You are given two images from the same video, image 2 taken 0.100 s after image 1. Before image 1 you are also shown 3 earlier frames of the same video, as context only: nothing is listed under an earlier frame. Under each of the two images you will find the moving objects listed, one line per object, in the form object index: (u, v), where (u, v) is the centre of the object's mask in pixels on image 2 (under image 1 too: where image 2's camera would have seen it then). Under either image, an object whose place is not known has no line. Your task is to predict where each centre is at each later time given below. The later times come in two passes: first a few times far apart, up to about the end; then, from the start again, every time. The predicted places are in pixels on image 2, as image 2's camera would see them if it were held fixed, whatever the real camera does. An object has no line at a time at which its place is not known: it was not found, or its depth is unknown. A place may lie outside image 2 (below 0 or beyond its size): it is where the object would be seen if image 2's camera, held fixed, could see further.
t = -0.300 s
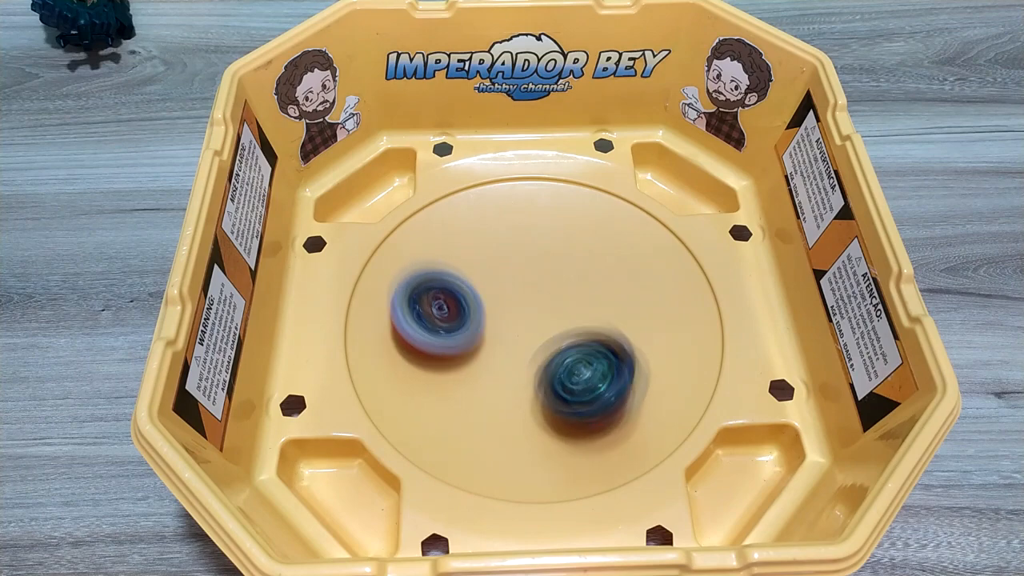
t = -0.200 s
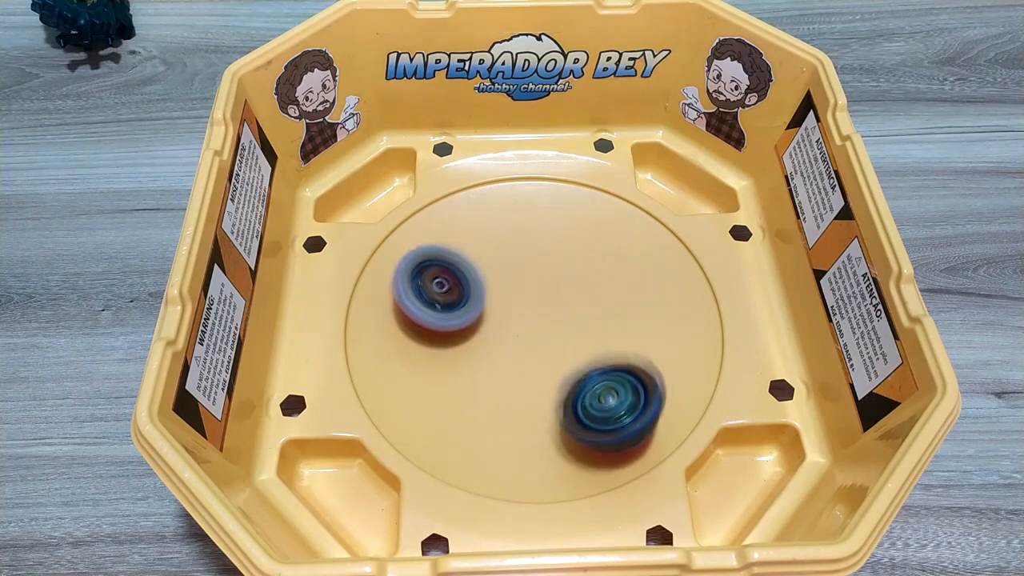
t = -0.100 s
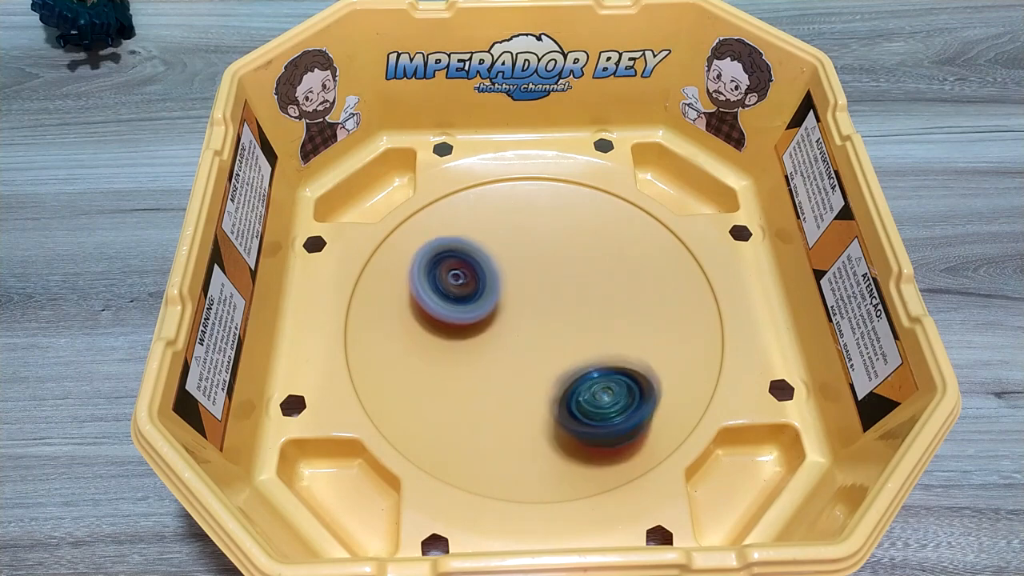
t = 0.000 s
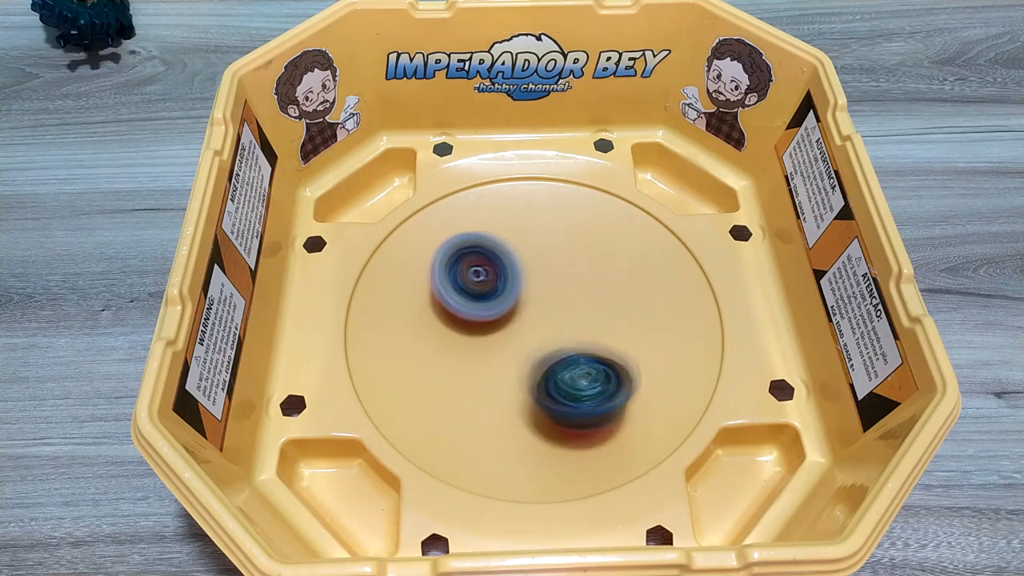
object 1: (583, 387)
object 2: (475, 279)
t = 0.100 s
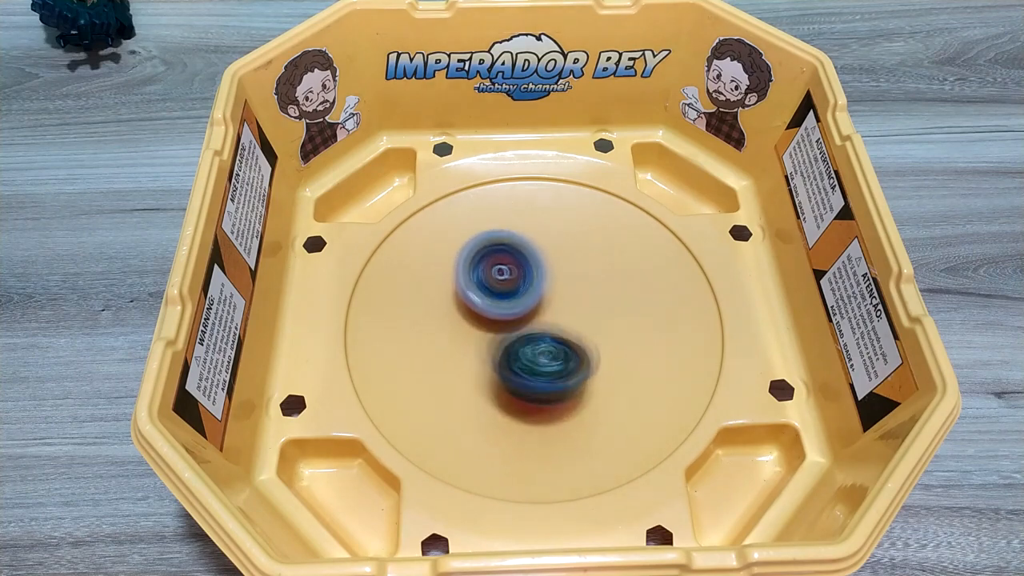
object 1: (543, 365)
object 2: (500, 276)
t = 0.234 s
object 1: (473, 354)
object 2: (537, 261)
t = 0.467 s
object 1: (405, 326)
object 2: (585, 262)
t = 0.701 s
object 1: (455, 283)
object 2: (597, 300)
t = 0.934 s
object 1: (539, 236)
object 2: (586, 342)
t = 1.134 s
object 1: (600, 229)
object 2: (561, 363)
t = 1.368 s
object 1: (624, 289)
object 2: (522, 365)
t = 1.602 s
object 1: (599, 373)
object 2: (497, 346)
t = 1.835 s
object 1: (521, 409)
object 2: (493, 319)
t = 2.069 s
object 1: (453, 361)
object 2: (513, 296)
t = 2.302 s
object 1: (420, 286)
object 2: (564, 279)
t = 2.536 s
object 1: (468, 240)
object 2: (588, 290)
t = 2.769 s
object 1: (548, 209)
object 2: (590, 348)
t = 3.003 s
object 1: (584, 240)
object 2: (586, 415)
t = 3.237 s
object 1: (594, 317)
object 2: (541, 405)
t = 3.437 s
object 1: (588, 324)
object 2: (476, 379)
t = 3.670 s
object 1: (532, 313)
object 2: (437, 323)
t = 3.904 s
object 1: (537, 296)
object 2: (428, 267)
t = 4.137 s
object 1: (548, 299)
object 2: (483, 246)
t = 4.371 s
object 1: (576, 369)
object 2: (556, 221)
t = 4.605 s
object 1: (552, 400)
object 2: (611, 261)
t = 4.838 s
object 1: (509, 358)
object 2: (624, 340)
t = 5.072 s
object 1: (530, 307)
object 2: (577, 407)
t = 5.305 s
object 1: (585, 296)
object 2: (491, 411)
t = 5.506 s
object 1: (619, 332)
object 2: (440, 364)
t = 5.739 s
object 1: (581, 371)
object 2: (444, 289)
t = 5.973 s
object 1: (519, 345)
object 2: (495, 242)
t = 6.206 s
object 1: (525, 299)
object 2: (571, 235)
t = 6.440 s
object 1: (554, 304)
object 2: (637, 267)
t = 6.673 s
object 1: (532, 338)
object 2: (652, 328)
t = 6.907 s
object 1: (490, 340)
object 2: (572, 385)
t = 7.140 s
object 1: (473, 294)
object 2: (488, 398)
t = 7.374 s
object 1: (529, 291)
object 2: (442, 342)
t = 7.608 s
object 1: (583, 318)
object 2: (474, 273)
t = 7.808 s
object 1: (578, 337)
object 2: (538, 242)
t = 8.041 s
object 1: (527, 336)
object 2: (604, 261)
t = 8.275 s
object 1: (503, 301)
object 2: (619, 325)
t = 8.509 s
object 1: (513, 292)
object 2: (553, 393)
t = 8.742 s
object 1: (527, 304)
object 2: (466, 396)
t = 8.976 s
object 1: (539, 314)
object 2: (446, 341)
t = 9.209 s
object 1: (548, 319)
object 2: (483, 262)
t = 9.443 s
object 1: (546, 319)
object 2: (564, 233)
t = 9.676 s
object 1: (546, 319)
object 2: (618, 275)
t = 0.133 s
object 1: (528, 358)
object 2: (508, 275)
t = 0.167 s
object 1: (510, 353)
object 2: (516, 275)
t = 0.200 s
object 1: (490, 353)
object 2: (527, 265)
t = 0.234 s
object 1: (473, 354)
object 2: (537, 261)
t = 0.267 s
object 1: (457, 353)
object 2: (546, 257)
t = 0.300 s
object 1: (440, 350)
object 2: (554, 255)
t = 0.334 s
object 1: (428, 347)
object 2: (562, 254)
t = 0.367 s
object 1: (417, 344)
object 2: (569, 255)
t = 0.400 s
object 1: (409, 337)
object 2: (575, 257)
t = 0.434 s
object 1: (406, 332)
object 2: (580, 259)
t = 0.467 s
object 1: (405, 326)
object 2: (585, 262)
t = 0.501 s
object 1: (406, 321)
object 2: (588, 267)
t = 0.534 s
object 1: (410, 316)
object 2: (591, 270)
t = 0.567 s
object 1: (416, 309)
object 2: (593, 276)
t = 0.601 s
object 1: (423, 303)
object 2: (594, 283)
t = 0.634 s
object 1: (433, 296)
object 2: (596, 288)
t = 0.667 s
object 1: (443, 289)
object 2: (596, 294)
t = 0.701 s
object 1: (455, 283)
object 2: (597, 300)
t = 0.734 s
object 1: (466, 276)
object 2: (597, 307)
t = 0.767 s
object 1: (478, 270)
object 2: (596, 313)
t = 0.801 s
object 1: (492, 261)
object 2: (595, 319)
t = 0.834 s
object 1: (504, 255)
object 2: (594, 325)
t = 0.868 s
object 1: (515, 249)
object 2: (592, 331)
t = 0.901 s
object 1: (526, 242)
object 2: (589, 336)
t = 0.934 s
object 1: (539, 236)
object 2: (586, 342)
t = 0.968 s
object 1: (551, 231)
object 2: (583, 347)
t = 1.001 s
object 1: (563, 227)
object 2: (579, 351)
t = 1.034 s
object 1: (573, 226)
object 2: (575, 355)
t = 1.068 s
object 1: (583, 226)
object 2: (571, 358)
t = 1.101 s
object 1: (592, 227)
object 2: (566, 361)
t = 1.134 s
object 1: (600, 229)
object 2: (561, 363)
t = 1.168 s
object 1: (607, 234)
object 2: (555, 365)
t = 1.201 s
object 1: (613, 239)
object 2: (550, 365)
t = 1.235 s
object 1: (618, 246)
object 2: (544, 366)
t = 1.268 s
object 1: (620, 256)
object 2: (538, 367)
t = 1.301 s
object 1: (622, 268)
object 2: (532, 367)
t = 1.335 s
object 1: (624, 275)
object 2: (527, 367)
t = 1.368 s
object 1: (624, 289)
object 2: (522, 365)
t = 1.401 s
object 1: (623, 299)
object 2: (517, 363)
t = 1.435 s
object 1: (621, 311)
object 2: (512, 361)
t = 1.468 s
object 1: (619, 321)
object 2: (507, 359)
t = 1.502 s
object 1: (615, 335)
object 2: (504, 356)
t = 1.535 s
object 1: (611, 348)
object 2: (501, 353)
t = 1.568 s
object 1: (607, 361)
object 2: (498, 350)
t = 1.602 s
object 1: (599, 373)
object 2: (497, 346)
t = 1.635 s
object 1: (591, 386)
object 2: (495, 342)
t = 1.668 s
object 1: (580, 397)
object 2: (494, 338)
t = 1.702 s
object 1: (571, 404)
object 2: (493, 333)
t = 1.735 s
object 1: (560, 408)
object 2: (492, 330)
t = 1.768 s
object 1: (547, 413)
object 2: (492, 326)
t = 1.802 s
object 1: (534, 413)
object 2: (492, 321)
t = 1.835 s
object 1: (521, 409)
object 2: (493, 319)
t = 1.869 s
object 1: (511, 406)
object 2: (495, 313)
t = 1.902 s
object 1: (497, 401)
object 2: (497, 309)
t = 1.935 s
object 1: (485, 397)
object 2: (499, 306)
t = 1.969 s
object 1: (478, 390)
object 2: (503, 300)
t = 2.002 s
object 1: (467, 382)
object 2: (505, 299)
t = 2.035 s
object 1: (459, 372)
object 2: (508, 297)
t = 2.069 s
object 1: (453, 361)
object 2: (513, 296)
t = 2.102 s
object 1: (447, 349)
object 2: (517, 293)
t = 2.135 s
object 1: (441, 338)
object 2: (522, 291)
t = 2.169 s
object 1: (434, 326)
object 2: (529, 289)
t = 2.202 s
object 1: (428, 316)
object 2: (540, 285)
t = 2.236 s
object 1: (423, 306)
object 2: (548, 283)
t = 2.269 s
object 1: (420, 294)
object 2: (556, 281)
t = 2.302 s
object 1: (420, 286)
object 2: (564, 279)
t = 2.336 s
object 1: (422, 276)
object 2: (570, 278)
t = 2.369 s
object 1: (425, 268)
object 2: (576, 278)
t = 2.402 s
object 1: (432, 261)
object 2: (580, 278)
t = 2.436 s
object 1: (438, 254)
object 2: (583, 281)
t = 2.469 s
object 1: (448, 249)
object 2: (585, 284)
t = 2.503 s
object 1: (459, 244)
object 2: (587, 287)
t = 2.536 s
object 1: (468, 240)
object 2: (588, 290)
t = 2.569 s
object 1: (481, 237)
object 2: (588, 294)
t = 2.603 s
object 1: (494, 235)
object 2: (587, 298)
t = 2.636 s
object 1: (508, 233)
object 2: (585, 303)
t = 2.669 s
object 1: (521, 231)
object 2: (584, 309)
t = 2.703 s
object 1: (533, 227)
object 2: (584, 316)
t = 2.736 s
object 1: (541, 216)
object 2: (587, 332)
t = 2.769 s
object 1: (548, 209)
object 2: (590, 348)
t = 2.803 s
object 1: (554, 207)
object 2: (592, 361)
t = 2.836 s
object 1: (561, 207)
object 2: (593, 374)
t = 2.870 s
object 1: (566, 209)
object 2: (594, 386)
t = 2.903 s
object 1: (570, 213)
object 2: (593, 395)
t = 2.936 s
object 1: (577, 219)
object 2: (592, 403)
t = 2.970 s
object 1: (579, 230)
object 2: (590, 409)
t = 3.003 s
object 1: (584, 240)
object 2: (586, 415)
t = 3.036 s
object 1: (589, 248)
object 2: (582, 417)
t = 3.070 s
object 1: (593, 260)
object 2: (577, 419)
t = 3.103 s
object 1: (595, 271)
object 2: (571, 419)
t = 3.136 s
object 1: (597, 284)
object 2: (564, 417)
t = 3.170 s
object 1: (597, 294)
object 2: (557, 414)
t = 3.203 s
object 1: (596, 304)
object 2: (550, 409)
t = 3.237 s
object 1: (594, 317)
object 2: (541, 405)
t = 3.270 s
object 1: (595, 320)
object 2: (528, 403)
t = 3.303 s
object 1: (596, 321)
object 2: (515, 401)
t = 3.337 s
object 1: (598, 322)
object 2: (505, 397)
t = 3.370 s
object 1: (596, 323)
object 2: (495, 392)
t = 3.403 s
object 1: (592, 323)
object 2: (484, 386)
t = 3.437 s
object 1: (588, 324)
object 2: (476, 379)
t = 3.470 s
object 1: (583, 324)
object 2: (468, 373)
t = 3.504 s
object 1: (575, 323)
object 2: (461, 365)
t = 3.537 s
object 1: (568, 322)
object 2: (455, 357)
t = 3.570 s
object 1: (557, 321)
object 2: (450, 349)
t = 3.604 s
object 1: (550, 319)
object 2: (446, 341)
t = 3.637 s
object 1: (539, 317)
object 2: (442, 332)
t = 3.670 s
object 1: (532, 313)
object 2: (437, 323)
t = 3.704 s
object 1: (530, 310)
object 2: (430, 314)
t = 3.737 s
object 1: (532, 306)
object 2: (424, 304)
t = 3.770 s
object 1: (533, 304)
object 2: (420, 296)
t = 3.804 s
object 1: (533, 302)
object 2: (420, 288)
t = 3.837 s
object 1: (534, 300)
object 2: (421, 281)
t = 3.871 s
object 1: (535, 297)
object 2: (424, 273)
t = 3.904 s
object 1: (537, 296)
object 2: (428, 267)
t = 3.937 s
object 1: (538, 295)
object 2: (433, 262)
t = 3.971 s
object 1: (540, 295)
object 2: (440, 257)
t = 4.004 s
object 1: (541, 295)
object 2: (447, 254)
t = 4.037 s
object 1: (543, 296)
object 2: (455, 252)
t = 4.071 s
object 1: (545, 296)
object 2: (464, 249)
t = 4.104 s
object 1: (547, 298)
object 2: (473, 247)
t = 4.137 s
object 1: (548, 299)
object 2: (483, 246)
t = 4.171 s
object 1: (550, 301)
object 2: (494, 244)
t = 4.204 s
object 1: (554, 310)
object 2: (507, 242)
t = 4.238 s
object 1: (560, 327)
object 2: (516, 233)
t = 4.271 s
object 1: (565, 342)
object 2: (526, 227)
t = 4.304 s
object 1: (570, 354)
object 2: (536, 223)
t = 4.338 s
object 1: (574, 362)
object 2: (546, 221)
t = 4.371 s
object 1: (576, 369)
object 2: (556, 221)
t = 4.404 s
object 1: (577, 378)
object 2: (565, 223)
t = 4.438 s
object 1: (576, 385)
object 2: (574, 226)
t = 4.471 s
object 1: (574, 392)
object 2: (583, 232)
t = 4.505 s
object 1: (570, 397)
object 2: (590, 237)
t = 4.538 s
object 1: (563, 399)
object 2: (597, 243)
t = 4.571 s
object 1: (558, 400)
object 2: (604, 251)
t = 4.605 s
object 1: (552, 400)
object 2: (611, 261)
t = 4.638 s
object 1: (546, 399)
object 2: (615, 271)
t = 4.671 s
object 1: (537, 396)
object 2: (620, 282)
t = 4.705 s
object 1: (530, 390)
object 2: (623, 293)
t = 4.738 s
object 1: (524, 383)
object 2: (625, 305)
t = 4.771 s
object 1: (519, 377)
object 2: (626, 318)
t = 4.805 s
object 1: (513, 367)
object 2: (626, 329)
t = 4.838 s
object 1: (509, 358)
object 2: (624, 340)
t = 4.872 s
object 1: (507, 351)
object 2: (621, 353)
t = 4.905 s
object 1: (509, 340)
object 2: (617, 365)
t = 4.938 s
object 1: (512, 330)
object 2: (611, 375)
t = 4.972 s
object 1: (515, 324)
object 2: (605, 385)
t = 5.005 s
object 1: (519, 317)
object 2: (597, 393)
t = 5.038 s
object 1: (525, 311)
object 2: (587, 401)
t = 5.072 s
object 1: (530, 307)
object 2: (577, 407)
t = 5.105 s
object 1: (536, 303)
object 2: (566, 412)
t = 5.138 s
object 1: (543, 299)
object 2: (553, 416)
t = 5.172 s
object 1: (552, 296)
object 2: (540, 419)
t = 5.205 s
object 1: (559, 295)
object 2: (527, 420)
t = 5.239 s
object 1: (566, 295)
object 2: (515, 418)
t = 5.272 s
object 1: (575, 296)
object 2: (503, 416)
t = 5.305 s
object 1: (585, 296)
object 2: (491, 411)
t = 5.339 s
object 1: (593, 299)
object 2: (479, 406)
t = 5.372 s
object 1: (600, 303)
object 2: (469, 399)
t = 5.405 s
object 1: (607, 309)
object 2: (460, 392)
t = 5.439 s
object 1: (612, 315)
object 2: (452, 384)
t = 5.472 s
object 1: (616, 323)
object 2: (446, 375)
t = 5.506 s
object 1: (619, 332)
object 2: (440, 364)
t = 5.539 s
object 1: (618, 341)
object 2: (436, 353)
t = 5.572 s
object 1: (616, 346)
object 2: (434, 342)
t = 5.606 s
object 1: (612, 353)
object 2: (434, 331)
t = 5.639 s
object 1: (606, 359)
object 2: (435, 320)
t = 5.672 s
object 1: (599, 364)
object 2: (436, 309)
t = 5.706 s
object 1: (590, 370)
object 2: (440, 299)
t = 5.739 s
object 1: (581, 371)
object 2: (444, 289)
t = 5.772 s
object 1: (568, 368)
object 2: (448, 280)
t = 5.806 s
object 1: (554, 368)
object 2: (454, 272)
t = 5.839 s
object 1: (544, 365)
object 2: (462, 264)
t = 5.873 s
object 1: (537, 361)
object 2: (469, 257)
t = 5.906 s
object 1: (530, 357)
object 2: (478, 252)
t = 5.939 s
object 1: (523, 351)
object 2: (487, 246)
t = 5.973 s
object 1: (519, 345)
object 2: (495, 242)
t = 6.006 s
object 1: (516, 336)
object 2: (504, 239)
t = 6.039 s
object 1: (514, 327)
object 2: (514, 237)
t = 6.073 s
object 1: (515, 321)
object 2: (527, 235)
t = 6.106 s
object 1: (515, 314)
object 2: (538, 233)
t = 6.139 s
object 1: (519, 308)
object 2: (549, 233)
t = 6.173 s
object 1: (523, 303)
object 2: (560, 234)
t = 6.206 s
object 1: (525, 299)
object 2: (571, 235)
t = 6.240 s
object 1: (525, 297)
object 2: (584, 236)
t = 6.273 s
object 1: (527, 298)
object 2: (594, 237)
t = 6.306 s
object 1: (529, 298)
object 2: (603, 242)
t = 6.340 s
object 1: (535, 296)
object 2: (612, 246)
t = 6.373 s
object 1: (543, 296)
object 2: (621, 253)
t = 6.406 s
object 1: (551, 298)
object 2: (629, 259)
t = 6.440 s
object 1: (554, 304)
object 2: (637, 267)
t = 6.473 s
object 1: (551, 307)
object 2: (648, 274)
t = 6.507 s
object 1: (547, 314)
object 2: (655, 281)
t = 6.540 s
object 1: (544, 319)
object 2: (659, 289)
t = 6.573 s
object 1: (540, 324)
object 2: (660, 298)
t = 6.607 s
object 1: (539, 328)
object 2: (660, 307)
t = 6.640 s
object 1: (537, 333)
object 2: (656, 319)
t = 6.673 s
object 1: (532, 338)
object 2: (652, 328)
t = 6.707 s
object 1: (526, 343)
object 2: (643, 339)
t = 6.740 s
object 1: (518, 346)
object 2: (635, 348)
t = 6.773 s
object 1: (513, 347)
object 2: (624, 358)
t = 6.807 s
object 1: (506, 348)
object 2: (612, 366)
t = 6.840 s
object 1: (501, 347)
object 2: (599, 372)
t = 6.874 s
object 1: (497, 347)
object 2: (585, 379)
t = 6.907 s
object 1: (490, 340)
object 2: (572, 385)
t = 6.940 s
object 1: (477, 330)
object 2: (561, 395)
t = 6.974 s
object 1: (469, 319)
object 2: (551, 401)
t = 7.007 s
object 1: (465, 312)
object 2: (538, 405)
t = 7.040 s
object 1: (463, 304)
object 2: (525, 406)
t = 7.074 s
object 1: (465, 297)
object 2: (512, 406)
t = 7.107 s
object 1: (469, 295)
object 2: (500, 403)
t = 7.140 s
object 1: (473, 294)
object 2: (488, 398)
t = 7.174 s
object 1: (478, 293)
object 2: (478, 394)
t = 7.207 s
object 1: (483, 294)
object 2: (468, 387)
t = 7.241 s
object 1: (490, 292)
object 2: (460, 379)
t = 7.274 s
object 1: (498, 291)
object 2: (454, 372)
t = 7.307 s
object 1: (508, 292)
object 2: (448, 362)
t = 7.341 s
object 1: (518, 291)
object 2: (445, 353)
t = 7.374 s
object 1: (529, 291)
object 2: (442, 342)
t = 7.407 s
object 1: (541, 295)
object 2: (442, 331)
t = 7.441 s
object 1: (550, 299)
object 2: (444, 320)
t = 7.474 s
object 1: (560, 301)
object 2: (447, 309)
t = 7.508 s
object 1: (568, 304)
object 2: (452, 299)
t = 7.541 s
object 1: (574, 309)
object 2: (458, 289)
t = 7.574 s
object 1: (578, 313)
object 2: (466, 280)
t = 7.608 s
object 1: (583, 318)
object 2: (474, 273)
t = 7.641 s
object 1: (585, 321)
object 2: (484, 264)
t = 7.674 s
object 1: (585, 326)
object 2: (495, 257)
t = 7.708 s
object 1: (585, 329)
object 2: (505, 252)
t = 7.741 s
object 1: (583, 333)
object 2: (515, 247)
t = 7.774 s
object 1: (581, 339)
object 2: (527, 244)
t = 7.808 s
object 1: (578, 337)
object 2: (538, 242)
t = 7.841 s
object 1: (571, 339)
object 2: (549, 242)
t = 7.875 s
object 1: (566, 341)
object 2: (560, 242)
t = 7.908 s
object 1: (558, 343)
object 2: (570, 244)
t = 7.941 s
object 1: (549, 341)
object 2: (580, 246)
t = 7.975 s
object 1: (540, 339)
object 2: (588, 250)
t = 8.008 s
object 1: (534, 338)
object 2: (597, 255)
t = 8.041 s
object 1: (527, 336)
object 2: (604, 261)
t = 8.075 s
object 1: (520, 332)
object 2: (611, 269)
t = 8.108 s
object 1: (514, 324)
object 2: (616, 276)
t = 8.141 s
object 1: (509, 320)
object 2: (620, 285)
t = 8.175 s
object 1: (506, 315)
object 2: (622, 294)
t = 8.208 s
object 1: (504, 311)
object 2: (622, 304)
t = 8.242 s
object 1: (504, 305)
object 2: (622, 314)
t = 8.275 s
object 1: (503, 301)
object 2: (619, 325)
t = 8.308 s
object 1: (505, 302)
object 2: (614, 337)
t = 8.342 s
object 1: (509, 303)
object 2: (608, 348)
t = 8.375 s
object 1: (509, 301)
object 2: (601, 358)
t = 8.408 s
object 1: (508, 298)
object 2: (591, 369)
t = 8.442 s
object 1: (507, 294)
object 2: (579, 379)
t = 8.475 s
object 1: (511, 290)
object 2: (567, 387)
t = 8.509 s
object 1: (513, 292)
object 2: (553, 393)
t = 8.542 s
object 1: (516, 292)
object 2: (539, 398)
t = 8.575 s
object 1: (524, 292)
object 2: (526, 402)
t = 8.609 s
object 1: (530, 295)
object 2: (512, 403)
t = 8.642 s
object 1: (535, 298)
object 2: (499, 404)
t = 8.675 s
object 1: (535, 304)
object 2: (487, 403)
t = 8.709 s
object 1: (530, 306)
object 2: (475, 400)
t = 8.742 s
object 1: (527, 304)
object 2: (466, 396)
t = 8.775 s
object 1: (528, 303)
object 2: (459, 390)
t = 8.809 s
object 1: (529, 306)
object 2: (453, 384)
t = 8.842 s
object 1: (531, 309)
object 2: (449, 377)
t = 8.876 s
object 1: (533, 311)
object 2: (445, 370)
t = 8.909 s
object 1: (535, 312)
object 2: (443, 362)
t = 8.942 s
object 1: (537, 313)
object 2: (444, 352)
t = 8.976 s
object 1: (539, 314)
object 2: (446, 341)
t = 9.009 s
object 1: (540, 313)
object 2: (448, 331)
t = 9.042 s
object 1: (545, 315)
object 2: (451, 319)
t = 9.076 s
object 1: (549, 318)
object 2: (454, 307)
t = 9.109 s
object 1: (551, 319)
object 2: (461, 295)
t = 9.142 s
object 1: (550, 318)
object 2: (468, 280)
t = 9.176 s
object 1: (549, 319)
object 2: (474, 271)
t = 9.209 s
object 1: (548, 319)
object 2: (483, 262)
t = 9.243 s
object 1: (546, 319)
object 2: (495, 252)
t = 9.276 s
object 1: (546, 319)
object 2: (506, 244)
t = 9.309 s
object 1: (546, 319)
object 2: (518, 238)
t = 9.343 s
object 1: (546, 319)
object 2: (531, 234)
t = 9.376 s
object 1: (546, 319)
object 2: (543, 232)
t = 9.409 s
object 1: (546, 319)
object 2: (554, 232)
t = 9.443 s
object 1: (546, 319)
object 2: (564, 233)
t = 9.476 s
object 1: (546, 319)
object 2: (574, 236)
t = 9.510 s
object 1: (546, 319)
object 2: (583, 239)
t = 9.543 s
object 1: (546, 319)
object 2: (591, 244)
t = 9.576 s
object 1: (546, 319)
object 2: (599, 249)
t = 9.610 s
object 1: (546, 319)
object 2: (606, 258)
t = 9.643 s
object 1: (546, 319)
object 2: (612, 265)
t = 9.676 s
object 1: (546, 319)
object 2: (618, 275)
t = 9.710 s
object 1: (545, 319)
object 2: (623, 286)
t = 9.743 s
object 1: (543, 319)
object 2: (625, 299)
